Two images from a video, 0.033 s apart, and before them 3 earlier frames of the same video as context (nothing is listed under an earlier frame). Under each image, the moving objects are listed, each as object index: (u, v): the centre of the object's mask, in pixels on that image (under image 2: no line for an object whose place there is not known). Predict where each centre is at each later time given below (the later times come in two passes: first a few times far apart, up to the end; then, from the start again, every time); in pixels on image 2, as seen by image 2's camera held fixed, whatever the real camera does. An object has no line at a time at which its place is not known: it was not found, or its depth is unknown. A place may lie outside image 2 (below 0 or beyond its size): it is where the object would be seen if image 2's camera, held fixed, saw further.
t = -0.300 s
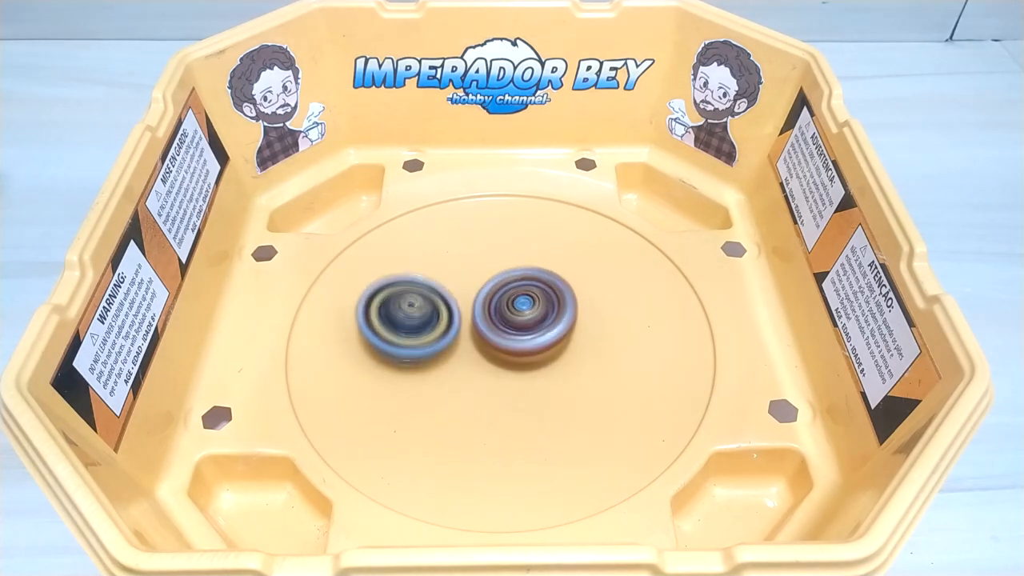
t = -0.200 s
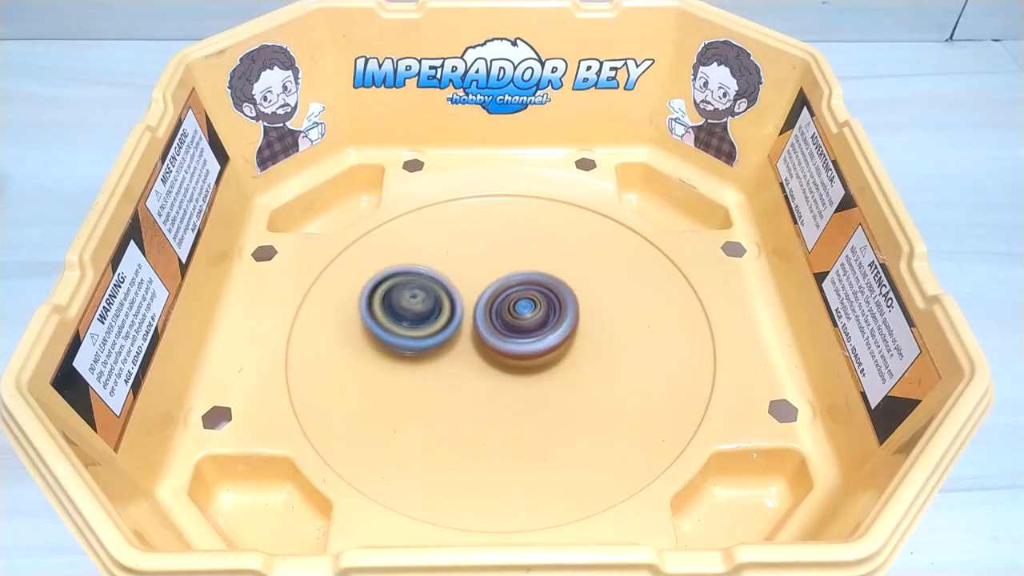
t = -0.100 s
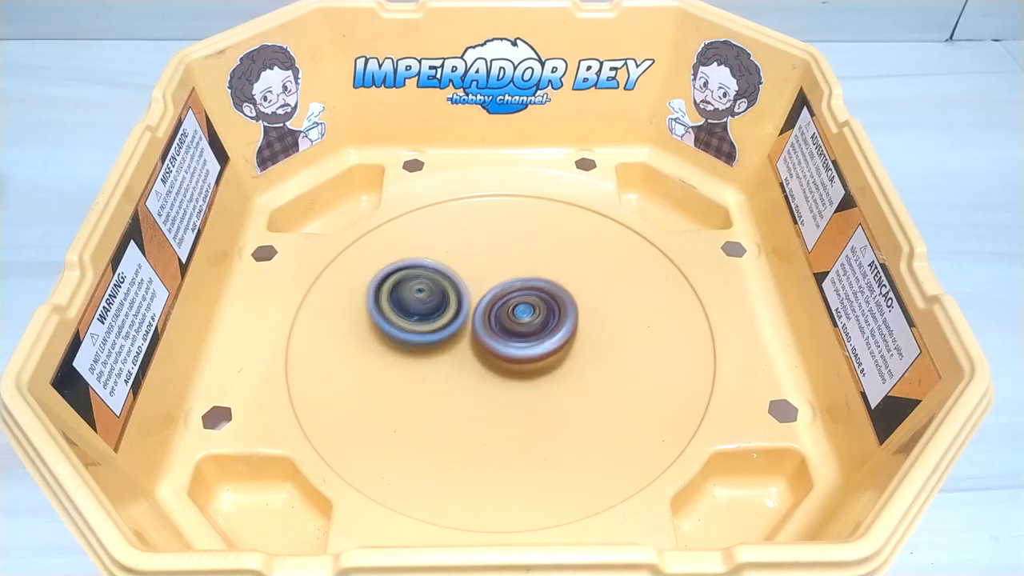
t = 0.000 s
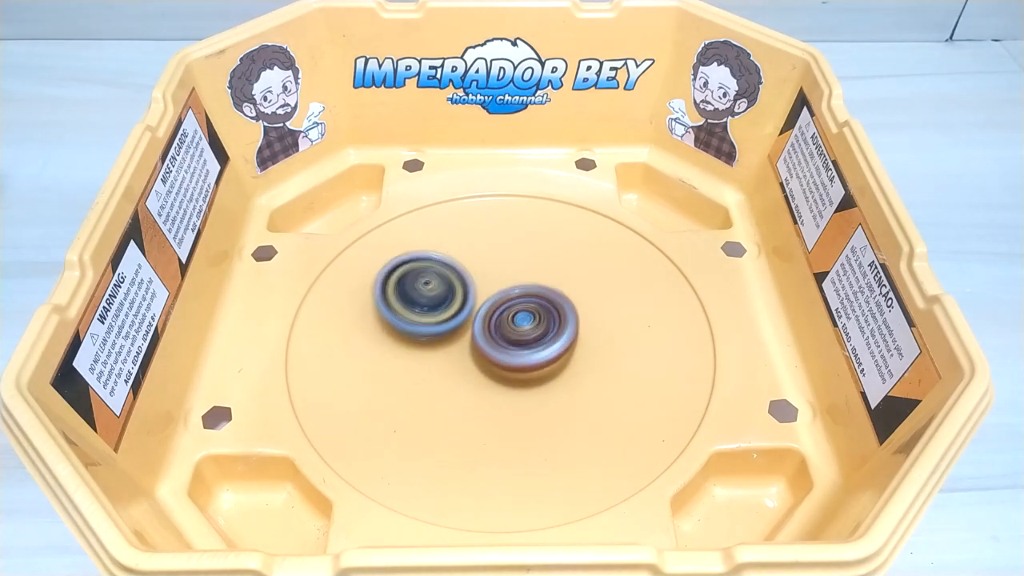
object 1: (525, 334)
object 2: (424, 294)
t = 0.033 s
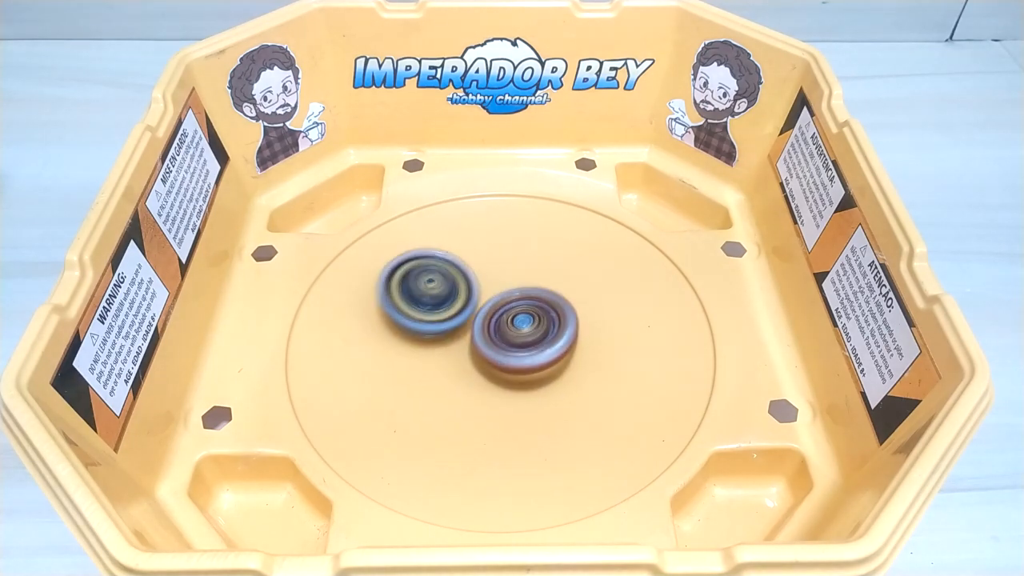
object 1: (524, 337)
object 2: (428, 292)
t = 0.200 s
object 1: (522, 350)
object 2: (445, 282)
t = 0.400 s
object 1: (512, 361)
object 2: (474, 274)
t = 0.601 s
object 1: (495, 364)
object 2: (510, 274)
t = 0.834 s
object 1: (477, 357)
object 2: (543, 282)
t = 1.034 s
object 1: (464, 345)
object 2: (559, 295)
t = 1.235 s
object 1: (458, 331)
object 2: (570, 316)
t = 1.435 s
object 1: (463, 317)
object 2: (568, 343)
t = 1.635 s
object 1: (475, 309)
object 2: (556, 368)
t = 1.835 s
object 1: (488, 303)
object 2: (539, 392)
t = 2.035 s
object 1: (500, 305)
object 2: (516, 393)
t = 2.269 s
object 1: (516, 311)
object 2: (466, 393)
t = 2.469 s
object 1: (521, 321)
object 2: (437, 378)
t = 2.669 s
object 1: (529, 326)
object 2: (406, 362)
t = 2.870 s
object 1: (524, 333)
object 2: (407, 342)
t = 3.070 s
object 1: (522, 339)
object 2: (417, 310)
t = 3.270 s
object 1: (515, 344)
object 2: (433, 280)
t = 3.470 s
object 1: (509, 347)
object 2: (456, 264)
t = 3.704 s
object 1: (502, 358)
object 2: (490, 253)
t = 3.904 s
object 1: (494, 361)
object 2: (519, 263)
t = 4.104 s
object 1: (481, 359)
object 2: (552, 286)
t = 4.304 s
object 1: (472, 353)
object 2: (579, 312)
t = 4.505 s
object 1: (472, 342)
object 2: (585, 342)
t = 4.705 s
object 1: (474, 328)
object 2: (576, 369)
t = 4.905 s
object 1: (481, 315)
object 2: (550, 387)
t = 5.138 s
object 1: (499, 303)
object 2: (495, 397)
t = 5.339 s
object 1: (512, 312)
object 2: (451, 388)
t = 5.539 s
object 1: (522, 324)
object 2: (419, 364)
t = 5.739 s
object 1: (526, 335)
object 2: (399, 336)
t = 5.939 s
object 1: (516, 345)
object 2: (409, 308)
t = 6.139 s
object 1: (507, 352)
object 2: (431, 280)
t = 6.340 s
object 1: (496, 356)
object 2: (463, 262)
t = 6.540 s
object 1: (488, 358)
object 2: (497, 250)
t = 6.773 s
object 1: (484, 349)
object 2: (536, 268)
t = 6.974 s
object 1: (460, 370)
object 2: (582, 279)
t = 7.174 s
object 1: (457, 367)
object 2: (596, 308)
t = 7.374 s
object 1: (465, 358)
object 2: (579, 349)
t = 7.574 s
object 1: (461, 341)
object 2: (566, 382)
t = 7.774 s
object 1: (473, 324)
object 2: (531, 403)
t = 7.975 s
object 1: (498, 305)
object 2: (488, 402)
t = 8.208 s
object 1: (524, 309)
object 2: (435, 375)
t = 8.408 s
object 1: (538, 320)
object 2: (408, 345)
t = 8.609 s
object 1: (533, 338)
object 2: (413, 310)
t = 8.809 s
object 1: (506, 358)
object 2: (442, 283)
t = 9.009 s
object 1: (475, 366)
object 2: (481, 269)
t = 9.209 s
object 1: (459, 356)
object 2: (523, 277)
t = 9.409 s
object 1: (449, 341)
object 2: (561, 301)
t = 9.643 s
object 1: (460, 330)
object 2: (575, 340)
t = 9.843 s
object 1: (471, 321)
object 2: (561, 375)
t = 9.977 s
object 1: (474, 313)
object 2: (540, 394)
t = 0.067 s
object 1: (524, 339)
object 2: (432, 290)
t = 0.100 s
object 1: (523, 341)
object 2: (435, 288)
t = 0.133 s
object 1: (523, 344)
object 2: (439, 286)
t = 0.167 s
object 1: (522, 348)
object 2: (442, 283)
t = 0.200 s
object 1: (522, 350)
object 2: (445, 282)
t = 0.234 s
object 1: (521, 353)
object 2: (449, 280)
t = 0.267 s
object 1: (519, 355)
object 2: (454, 278)
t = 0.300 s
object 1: (518, 357)
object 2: (457, 277)
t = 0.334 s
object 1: (516, 358)
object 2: (463, 276)
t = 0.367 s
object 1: (514, 360)
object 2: (470, 275)
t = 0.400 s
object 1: (512, 361)
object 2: (474, 274)
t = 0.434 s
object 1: (509, 362)
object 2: (480, 274)
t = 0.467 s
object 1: (506, 363)
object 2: (487, 274)
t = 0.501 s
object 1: (504, 363)
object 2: (492, 274)
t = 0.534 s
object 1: (501, 364)
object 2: (498, 273)
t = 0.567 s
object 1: (497, 364)
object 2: (505, 274)
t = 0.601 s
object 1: (495, 364)
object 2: (510, 274)
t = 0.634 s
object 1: (491, 364)
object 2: (517, 274)
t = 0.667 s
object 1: (489, 364)
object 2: (523, 275)
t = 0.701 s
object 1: (486, 363)
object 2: (528, 275)
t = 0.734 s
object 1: (484, 362)
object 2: (532, 277)
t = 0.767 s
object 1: (481, 360)
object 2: (537, 278)
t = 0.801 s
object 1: (479, 359)
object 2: (539, 280)
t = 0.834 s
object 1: (477, 357)
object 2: (543, 282)
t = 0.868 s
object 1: (474, 355)
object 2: (546, 284)
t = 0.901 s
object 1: (470, 354)
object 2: (549, 285)
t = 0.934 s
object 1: (468, 352)
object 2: (553, 287)
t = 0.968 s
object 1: (466, 350)
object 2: (555, 290)
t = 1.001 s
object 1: (465, 348)
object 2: (557, 292)
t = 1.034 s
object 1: (464, 345)
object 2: (559, 295)
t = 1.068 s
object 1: (462, 343)
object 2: (562, 299)
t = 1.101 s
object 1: (460, 341)
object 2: (565, 301)
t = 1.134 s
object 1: (459, 338)
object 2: (567, 305)
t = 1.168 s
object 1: (459, 335)
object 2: (569, 309)
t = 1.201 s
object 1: (458, 333)
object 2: (569, 312)
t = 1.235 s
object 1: (458, 331)
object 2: (570, 316)
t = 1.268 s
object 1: (459, 328)
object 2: (570, 321)
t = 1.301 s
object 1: (459, 326)
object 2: (570, 324)
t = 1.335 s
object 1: (460, 323)
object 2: (570, 329)
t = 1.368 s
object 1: (461, 321)
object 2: (569, 334)
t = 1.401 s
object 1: (462, 320)
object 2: (569, 338)
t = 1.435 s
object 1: (463, 317)
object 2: (568, 343)
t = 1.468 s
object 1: (465, 315)
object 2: (566, 349)
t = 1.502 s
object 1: (466, 314)
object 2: (565, 352)
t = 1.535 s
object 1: (468, 312)
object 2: (563, 357)
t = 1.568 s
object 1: (471, 311)
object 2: (561, 361)
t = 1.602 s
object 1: (473, 310)
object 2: (559, 364)
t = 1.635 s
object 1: (475, 309)
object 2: (556, 368)
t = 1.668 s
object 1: (478, 308)
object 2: (553, 372)
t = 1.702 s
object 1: (479, 306)
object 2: (552, 377)
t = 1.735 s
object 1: (482, 305)
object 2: (549, 382)
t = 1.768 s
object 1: (484, 304)
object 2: (546, 386)
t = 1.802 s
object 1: (486, 304)
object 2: (543, 389)
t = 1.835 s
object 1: (488, 303)
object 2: (539, 392)
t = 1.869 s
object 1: (490, 303)
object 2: (536, 393)
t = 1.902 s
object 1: (492, 303)
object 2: (533, 394)
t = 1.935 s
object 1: (494, 304)
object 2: (529, 394)
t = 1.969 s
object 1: (497, 304)
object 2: (525, 394)
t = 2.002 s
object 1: (498, 304)
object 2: (521, 394)
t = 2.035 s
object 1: (500, 305)
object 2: (516, 393)
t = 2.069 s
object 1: (503, 305)
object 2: (509, 392)
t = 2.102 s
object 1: (505, 305)
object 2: (503, 393)
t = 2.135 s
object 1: (509, 303)
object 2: (495, 394)
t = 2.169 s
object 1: (510, 307)
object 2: (486, 394)
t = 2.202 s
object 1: (512, 308)
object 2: (480, 394)
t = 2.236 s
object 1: (514, 310)
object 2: (473, 394)
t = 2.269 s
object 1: (516, 311)
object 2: (466, 393)
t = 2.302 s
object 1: (517, 312)
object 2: (461, 392)
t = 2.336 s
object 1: (518, 314)
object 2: (455, 390)
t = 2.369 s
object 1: (519, 316)
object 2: (450, 387)
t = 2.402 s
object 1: (520, 318)
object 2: (445, 384)
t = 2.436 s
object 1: (521, 319)
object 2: (441, 382)
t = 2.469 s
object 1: (521, 321)
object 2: (437, 378)
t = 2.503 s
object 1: (525, 321)
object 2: (429, 376)
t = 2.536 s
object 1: (528, 322)
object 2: (423, 374)
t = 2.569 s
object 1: (528, 323)
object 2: (417, 371)
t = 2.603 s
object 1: (529, 323)
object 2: (412, 368)
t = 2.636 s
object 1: (529, 325)
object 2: (409, 365)
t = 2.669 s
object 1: (529, 326)
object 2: (406, 362)
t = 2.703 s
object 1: (529, 327)
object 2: (404, 359)
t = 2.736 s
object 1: (529, 328)
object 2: (403, 356)
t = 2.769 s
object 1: (528, 329)
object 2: (403, 353)
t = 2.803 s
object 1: (527, 330)
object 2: (403, 349)
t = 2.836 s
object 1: (526, 331)
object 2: (404, 346)
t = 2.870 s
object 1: (524, 333)
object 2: (407, 342)
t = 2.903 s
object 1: (523, 334)
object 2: (409, 337)
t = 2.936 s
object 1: (522, 335)
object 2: (412, 332)
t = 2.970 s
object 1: (524, 336)
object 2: (411, 326)
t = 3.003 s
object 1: (523, 337)
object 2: (412, 321)
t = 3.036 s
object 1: (523, 338)
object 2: (414, 316)
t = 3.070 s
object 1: (522, 339)
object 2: (417, 310)
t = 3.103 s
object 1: (521, 339)
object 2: (419, 305)
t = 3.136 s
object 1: (520, 340)
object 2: (422, 300)
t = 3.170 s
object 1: (519, 340)
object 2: (425, 294)
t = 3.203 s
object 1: (517, 341)
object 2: (429, 290)
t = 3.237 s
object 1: (517, 342)
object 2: (430, 285)
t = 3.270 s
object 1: (515, 344)
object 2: (433, 280)
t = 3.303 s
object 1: (515, 344)
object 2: (437, 275)
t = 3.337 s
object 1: (515, 345)
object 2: (440, 272)
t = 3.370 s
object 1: (513, 345)
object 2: (444, 268)
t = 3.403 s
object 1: (512, 346)
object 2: (448, 266)
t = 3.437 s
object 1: (511, 346)
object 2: (452, 264)
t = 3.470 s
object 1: (509, 347)
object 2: (456, 264)
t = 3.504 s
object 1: (508, 347)
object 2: (461, 263)
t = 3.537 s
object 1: (506, 346)
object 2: (465, 262)
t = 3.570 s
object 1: (505, 346)
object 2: (471, 262)
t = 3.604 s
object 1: (504, 352)
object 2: (476, 258)
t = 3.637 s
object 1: (503, 355)
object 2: (480, 256)
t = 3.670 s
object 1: (502, 357)
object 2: (485, 254)
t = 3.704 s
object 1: (502, 358)
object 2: (490, 253)
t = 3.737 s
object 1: (500, 359)
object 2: (494, 253)
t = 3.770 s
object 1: (499, 360)
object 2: (499, 254)
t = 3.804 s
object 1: (497, 361)
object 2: (503, 255)
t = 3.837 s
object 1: (496, 361)
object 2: (508, 257)
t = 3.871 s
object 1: (495, 362)
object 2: (513, 260)
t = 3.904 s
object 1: (494, 361)
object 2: (519, 263)
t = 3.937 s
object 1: (493, 361)
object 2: (524, 266)
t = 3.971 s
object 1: (491, 361)
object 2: (530, 270)
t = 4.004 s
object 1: (489, 360)
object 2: (535, 274)
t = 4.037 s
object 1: (489, 359)
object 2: (540, 278)
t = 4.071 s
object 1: (485, 359)
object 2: (547, 282)
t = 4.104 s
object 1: (481, 359)
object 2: (552, 286)
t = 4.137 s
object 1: (480, 359)
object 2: (558, 289)
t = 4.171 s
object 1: (478, 358)
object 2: (563, 293)
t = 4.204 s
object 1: (476, 357)
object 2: (568, 298)
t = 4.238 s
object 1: (475, 356)
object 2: (572, 302)
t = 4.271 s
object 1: (473, 355)
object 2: (576, 307)
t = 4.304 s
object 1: (472, 353)
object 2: (579, 312)
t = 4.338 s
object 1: (472, 352)
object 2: (582, 316)
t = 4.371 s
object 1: (471, 350)
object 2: (584, 322)
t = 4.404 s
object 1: (472, 348)
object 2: (585, 327)
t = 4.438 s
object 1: (471, 346)
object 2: (585, 331)
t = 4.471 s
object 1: (472, 344)
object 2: (585, 336)
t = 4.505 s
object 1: (472, 342)
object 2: (585, 342)
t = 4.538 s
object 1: (472, 340)
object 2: (584, 346)
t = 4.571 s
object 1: (473, 337)
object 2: (584, 351)
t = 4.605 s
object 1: (473, 335)
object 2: (583, 356)
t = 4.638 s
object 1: (474, 333)
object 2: (582, 360)
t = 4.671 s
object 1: (474, 331)
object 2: (579, 364)
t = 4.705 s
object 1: (474, 328)
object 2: (576, 369)
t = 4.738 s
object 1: (475, 325)
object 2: (574, 373)
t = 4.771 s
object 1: (476, 323)
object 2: (570, 377)
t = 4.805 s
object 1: (477, 321)
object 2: (566, 380)
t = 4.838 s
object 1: (478, 319)
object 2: (562, 382)
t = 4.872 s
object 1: (480, 317)
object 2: (556, 385)
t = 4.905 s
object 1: (481, 315)
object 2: (550, 387)
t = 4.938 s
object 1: (483, 313)
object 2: (543, 388)
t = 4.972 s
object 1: (485, 312)
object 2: (534, 390)
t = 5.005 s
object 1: (487, 309)
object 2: (527, 392)
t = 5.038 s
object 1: (490, 308)
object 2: (519, 394)
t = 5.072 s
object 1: (493, 307)
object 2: (511, 395)
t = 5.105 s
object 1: (497, 303)
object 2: (502, 396)
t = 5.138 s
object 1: (499, 303)
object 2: (495, 397)
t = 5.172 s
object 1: (501, 303)
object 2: (486, 397)
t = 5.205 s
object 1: (504, 303)
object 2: (478, 396)
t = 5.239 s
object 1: (505, 308)
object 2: (470, 395)
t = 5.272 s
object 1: (507, 309)
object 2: (463, 393)
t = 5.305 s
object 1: (510, 311)
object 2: (457, 391)
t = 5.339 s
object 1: (512, 312)
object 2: (451, 388)
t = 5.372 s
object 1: (514, 314)
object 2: (445, 385)
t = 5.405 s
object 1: (516, 316)
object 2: (439, 381)
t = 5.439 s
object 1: (517, 318)
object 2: (434, 377)
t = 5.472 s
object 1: (519, 320)
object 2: (429, 373)
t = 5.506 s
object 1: (520, 323)
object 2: (425, 367)
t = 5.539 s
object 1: (522, 324)
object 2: (419, 364)
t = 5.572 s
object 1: (525, 326)
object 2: (413, 359)
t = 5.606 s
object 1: (526, 328)
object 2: (408, 354)
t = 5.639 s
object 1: (526, 329)
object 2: (404, 349)
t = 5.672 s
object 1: (526, 332)
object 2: (402, 345)
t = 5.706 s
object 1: (526, 334)
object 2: (399, 339)
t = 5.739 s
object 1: (526, 335)
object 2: (399, 336)
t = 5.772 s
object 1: (525, 337)
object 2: (399, 331)
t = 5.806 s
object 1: (524, 339)
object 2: (399, 326)
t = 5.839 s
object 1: (523, 341)
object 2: (400, 321)
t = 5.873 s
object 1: (521, 342)
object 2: (402, 316)
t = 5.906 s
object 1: (519, 344)
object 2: (405, 312)
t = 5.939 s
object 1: (516, 345)
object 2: (409, 308)
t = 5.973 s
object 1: (514, 346)
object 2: (413, 304)
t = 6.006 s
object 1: (512, 347)
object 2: (417, 300)
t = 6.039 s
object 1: (512, 349)
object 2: (419, 293)
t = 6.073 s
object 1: (510, 351)
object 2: (422, 288)
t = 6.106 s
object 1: (508, 351)
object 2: (427, 284)
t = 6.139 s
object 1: (507, 352)
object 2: (431, 280)
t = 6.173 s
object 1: (504, 352)
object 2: (436, 277)
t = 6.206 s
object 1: (502, 352)
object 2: (440, 273)
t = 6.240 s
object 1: (501, 352)
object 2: (446, 272)
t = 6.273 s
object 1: (499, 351)
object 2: (452, 269)
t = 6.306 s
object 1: (496, 351)
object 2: (459, 267)
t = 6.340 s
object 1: (496, 356)
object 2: (463, 262)
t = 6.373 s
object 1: (494, 359)
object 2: (468, 257)
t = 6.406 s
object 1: (493, 359)
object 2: (475, 254)
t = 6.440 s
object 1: (492, 359)
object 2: (481, 252)
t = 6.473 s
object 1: (491, 359)
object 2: (487, 251)
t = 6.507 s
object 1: (489, 358)
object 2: (493, 250)
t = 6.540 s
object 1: (488, 358)
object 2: (497, 250)
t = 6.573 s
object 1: (487, 357)
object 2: (503, 251)
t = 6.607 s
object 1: (486, 356)
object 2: (509, 253)
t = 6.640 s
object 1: (486, 355)
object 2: (515, 255)
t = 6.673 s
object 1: (485, 354)
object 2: (520, 257)
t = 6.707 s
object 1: (485, 353)
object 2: (526, 261)
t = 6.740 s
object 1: (485, 351)
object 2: (530, 265)
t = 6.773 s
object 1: (484, 349)
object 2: (536, 268)
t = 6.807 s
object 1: (484, 349)
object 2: (542, 273)
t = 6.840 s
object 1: (474, 356)
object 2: (552, 271)
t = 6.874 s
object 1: (466, 364)
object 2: (563, 272)
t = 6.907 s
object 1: (462, 369)
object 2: (572, 274)
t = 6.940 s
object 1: (460, 370)
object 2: (578, 276)
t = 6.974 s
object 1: (460, 370)
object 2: (582, 279)
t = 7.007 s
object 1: (458, 371)
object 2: (587, 284)
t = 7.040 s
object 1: (457, 371)
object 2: (591, 287)
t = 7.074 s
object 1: (457, 370)
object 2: (594, 292)
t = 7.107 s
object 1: (457, 369)
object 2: (595, 297)
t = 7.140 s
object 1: (456, 369)
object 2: (596, 302)
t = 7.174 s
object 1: (457, 367)
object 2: (596, 308)
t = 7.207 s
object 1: (458, 366)
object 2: (595, 316)
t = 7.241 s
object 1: (458, 365)
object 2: (594, 322)
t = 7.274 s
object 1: (460, 363)
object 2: (591, 329)
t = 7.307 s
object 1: (462, 361)
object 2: (587, 336)
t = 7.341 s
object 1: (463, 360)
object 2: (584, 342)
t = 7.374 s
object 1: (465, 358)
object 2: (579, 349)
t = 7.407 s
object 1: (463, 355)
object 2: (578, 355)
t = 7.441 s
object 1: (463, 352)
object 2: (576, 360)
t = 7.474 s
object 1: (460, 349)
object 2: (575, 367)
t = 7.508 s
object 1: (459, 345)
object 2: (574, 373)
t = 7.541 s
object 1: (460, 343)
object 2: (570, 377)
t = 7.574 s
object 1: (461, 341)
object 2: (566, 382)
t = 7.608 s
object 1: (462, 339)
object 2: (561, 387)
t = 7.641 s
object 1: (464, 337)
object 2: (555, 390)
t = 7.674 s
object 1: (465, 335)
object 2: (549, 393)
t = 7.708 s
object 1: (467, 331)
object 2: (543, 397)
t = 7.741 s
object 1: (471, 327)
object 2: (536, 401)
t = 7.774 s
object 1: (473, 324)
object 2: (531, 403)
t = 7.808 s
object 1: (477, 320)
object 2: (524, 405)
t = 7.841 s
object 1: (482, 317)
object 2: (517, 406)
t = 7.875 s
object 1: (485, 314)
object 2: (510, 406)
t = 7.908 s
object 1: (489, 312)
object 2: (502, 405)
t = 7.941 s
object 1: (495, 306)
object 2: (494, 403)
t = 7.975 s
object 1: (498, 305)
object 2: (488, 402)
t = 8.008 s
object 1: (502, 304)
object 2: (480, 399)
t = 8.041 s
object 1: (506, 303)
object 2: (473, 395)
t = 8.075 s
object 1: (509, 304)
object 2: (467, 392)
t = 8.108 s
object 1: (513, 304)
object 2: (460, 386)
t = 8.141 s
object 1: (516, 308)
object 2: (453, 382)
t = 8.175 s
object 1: (520, 308)
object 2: (443, 379)
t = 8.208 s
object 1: (524, 309)
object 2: (435, 375)
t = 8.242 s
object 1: (527, 309)
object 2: (428, 370)
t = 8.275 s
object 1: (530, 311)
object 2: (423, 366)
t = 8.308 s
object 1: (533, 313)
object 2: (418, 361)
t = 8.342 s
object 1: (535, 315)
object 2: (413, 355)
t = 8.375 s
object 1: (536, 318)
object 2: (411, 351)
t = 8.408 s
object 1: (538, 320)
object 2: (408, 345)
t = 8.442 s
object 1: (539, 323)
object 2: (407, 338)
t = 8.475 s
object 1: (539, 326)
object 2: (407, 333)
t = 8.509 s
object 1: (539, 329)
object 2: (407, 327)
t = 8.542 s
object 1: (537, 332)
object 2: (408, 321)
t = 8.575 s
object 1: (536, 335)
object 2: (410, 316)
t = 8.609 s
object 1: (533, 338)
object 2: (413, 310)
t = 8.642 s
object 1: (530, 342)
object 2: (416, 305)
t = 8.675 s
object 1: (526, 345)
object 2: (420, 300)
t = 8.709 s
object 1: (521, 348)
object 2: (426, 296)
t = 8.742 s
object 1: (514, 351)
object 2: (431, 291)
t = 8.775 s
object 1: (510, 354)
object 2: (436, 288)
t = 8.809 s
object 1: (506, 358)
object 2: (442, 283)
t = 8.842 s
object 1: (500, 361)
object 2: (449, 278)
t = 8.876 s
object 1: (496, 363)
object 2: (453, 276)
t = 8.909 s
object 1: (490, 365)
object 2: (461, 273)
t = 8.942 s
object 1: (484, 366)
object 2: (468, 271)
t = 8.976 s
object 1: (480, 367)
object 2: (473, 270)
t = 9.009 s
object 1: (475, 366)
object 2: (481, 269)
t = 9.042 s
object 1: (471, 365)
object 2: (489, 269)
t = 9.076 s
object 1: (469, 364)
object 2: (495, 269)
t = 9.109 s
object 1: (466, 363)
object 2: (503, 271)
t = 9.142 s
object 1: (463, 361)
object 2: (511, 272)
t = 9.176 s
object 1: (461, 359)
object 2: (516, 274)
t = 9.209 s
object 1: (459, 356)
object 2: (523, 277)
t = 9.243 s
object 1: (458, 353)
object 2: (529, 281)
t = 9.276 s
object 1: (458, 351)
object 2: (534, 284)
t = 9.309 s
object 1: (457, 347)
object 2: (540, 289)
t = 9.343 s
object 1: (456, 344)
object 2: (546, 293)
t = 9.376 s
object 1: (451, 343)
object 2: (554, 296)
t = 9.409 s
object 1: (449, 341)
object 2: (561, 301)
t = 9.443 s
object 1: (450, 339)
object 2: (566, 306)
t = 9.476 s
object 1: (451, 338)
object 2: (569, 310)
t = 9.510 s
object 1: (451, 335)
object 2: (572, 316)
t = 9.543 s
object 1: (453, 334)
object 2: (574, 322)
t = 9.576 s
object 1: (455, 333)
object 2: (575, 327)
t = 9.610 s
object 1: (457, 331)
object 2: (576, 333)
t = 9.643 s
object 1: (460, 330)
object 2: (575, 340)
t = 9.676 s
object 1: (463, 329)
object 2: (574, 345)
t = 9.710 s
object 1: (466, 328)
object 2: (571, 351)
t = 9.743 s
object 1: (466, 324)
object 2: (572, 359)
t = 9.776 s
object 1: (467, 322)
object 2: (571, 364)
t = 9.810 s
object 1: (470, 322)
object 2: (566, 370)
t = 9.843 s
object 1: (471, 321)
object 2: (561, 375)
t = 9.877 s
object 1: (472, 321)
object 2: (556, 378)
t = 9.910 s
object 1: (474, 319)
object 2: (550, 383)
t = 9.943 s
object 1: (473, 315)
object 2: (545, 391)
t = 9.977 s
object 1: (474, 313)
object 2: (540, 394)
